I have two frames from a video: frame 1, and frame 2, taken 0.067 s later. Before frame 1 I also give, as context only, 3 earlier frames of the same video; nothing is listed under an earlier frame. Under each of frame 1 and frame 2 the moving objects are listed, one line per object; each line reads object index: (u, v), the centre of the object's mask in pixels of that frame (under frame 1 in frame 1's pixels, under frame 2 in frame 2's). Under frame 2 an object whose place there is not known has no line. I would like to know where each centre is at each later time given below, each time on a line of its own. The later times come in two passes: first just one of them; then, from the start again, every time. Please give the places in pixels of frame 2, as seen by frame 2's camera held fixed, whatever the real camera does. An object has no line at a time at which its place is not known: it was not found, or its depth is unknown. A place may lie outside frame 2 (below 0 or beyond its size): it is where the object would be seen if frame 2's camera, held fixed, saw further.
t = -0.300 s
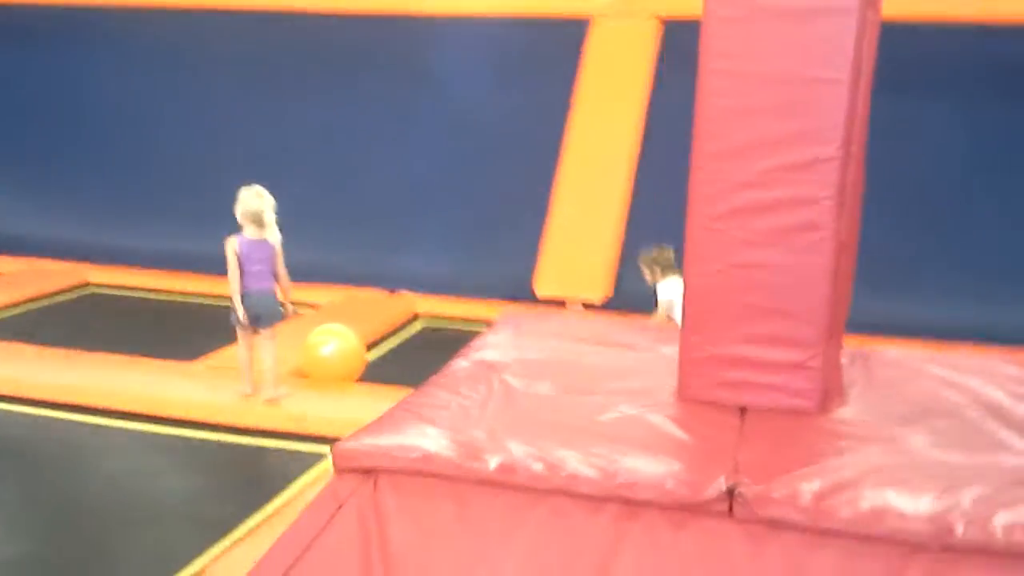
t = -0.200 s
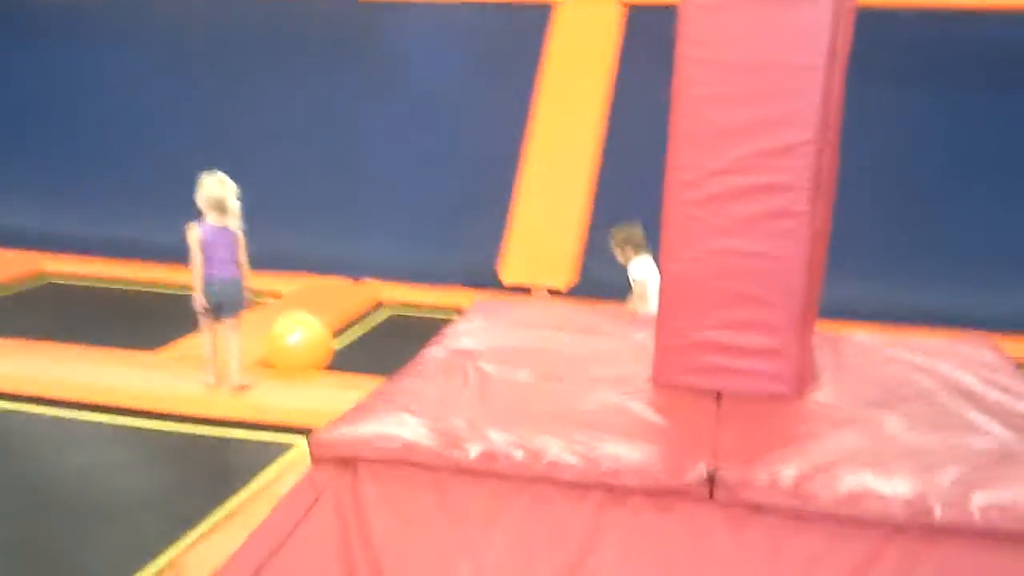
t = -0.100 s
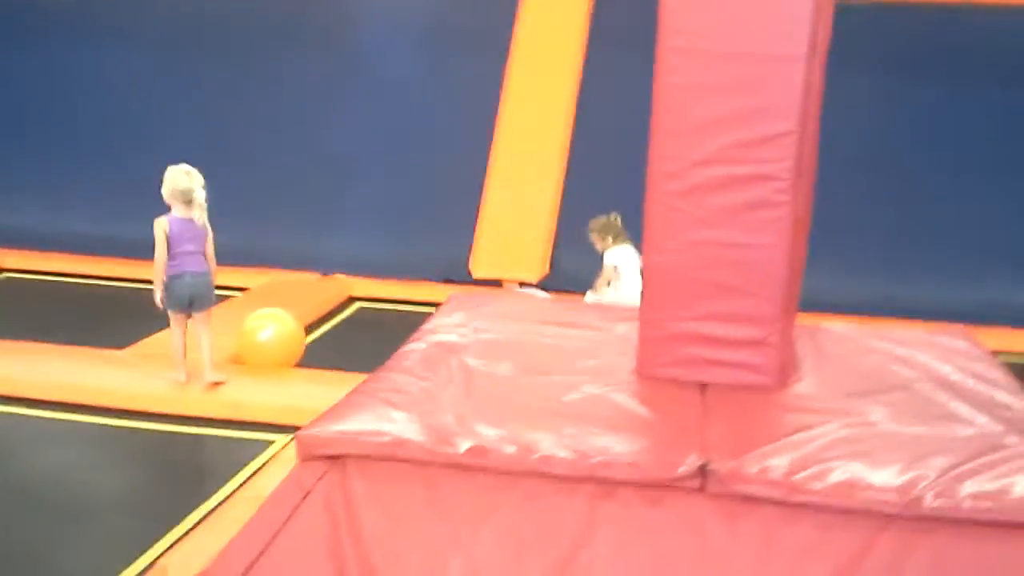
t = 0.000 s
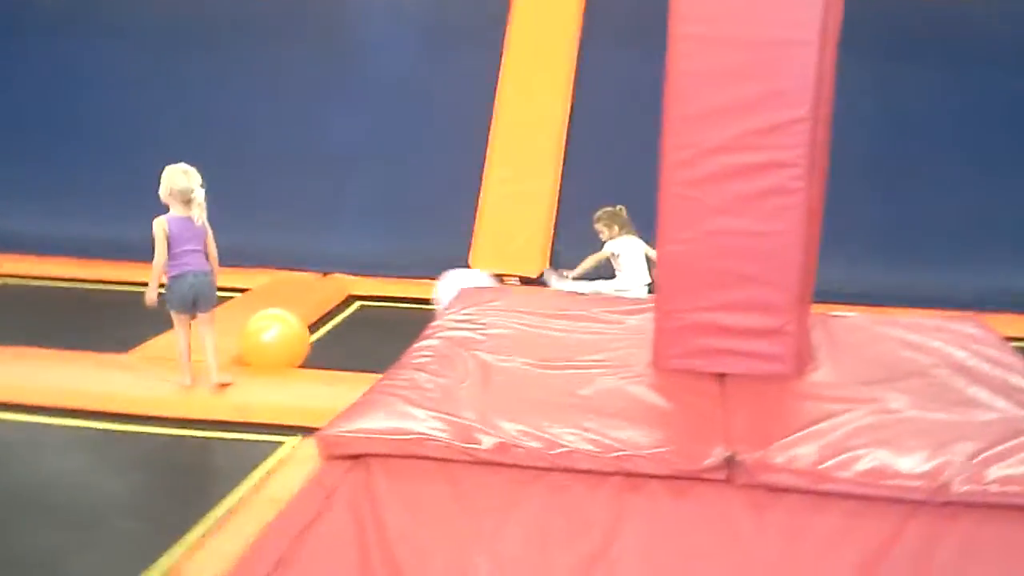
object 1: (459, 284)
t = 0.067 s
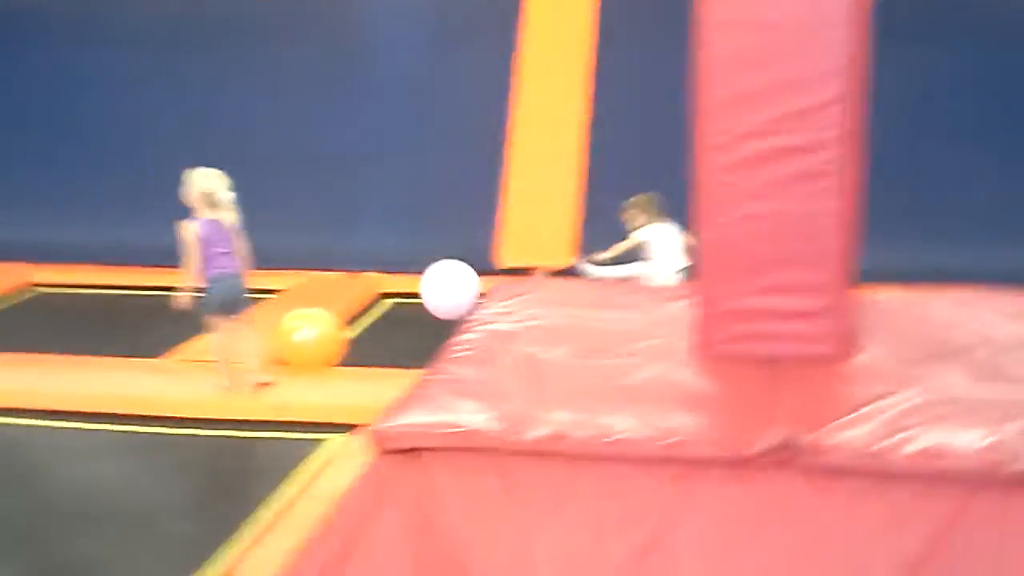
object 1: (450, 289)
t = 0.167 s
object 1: (381, 296)
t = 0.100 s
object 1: (425, 290)
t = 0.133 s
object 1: (403, 292)
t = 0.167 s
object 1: (381, 296)
